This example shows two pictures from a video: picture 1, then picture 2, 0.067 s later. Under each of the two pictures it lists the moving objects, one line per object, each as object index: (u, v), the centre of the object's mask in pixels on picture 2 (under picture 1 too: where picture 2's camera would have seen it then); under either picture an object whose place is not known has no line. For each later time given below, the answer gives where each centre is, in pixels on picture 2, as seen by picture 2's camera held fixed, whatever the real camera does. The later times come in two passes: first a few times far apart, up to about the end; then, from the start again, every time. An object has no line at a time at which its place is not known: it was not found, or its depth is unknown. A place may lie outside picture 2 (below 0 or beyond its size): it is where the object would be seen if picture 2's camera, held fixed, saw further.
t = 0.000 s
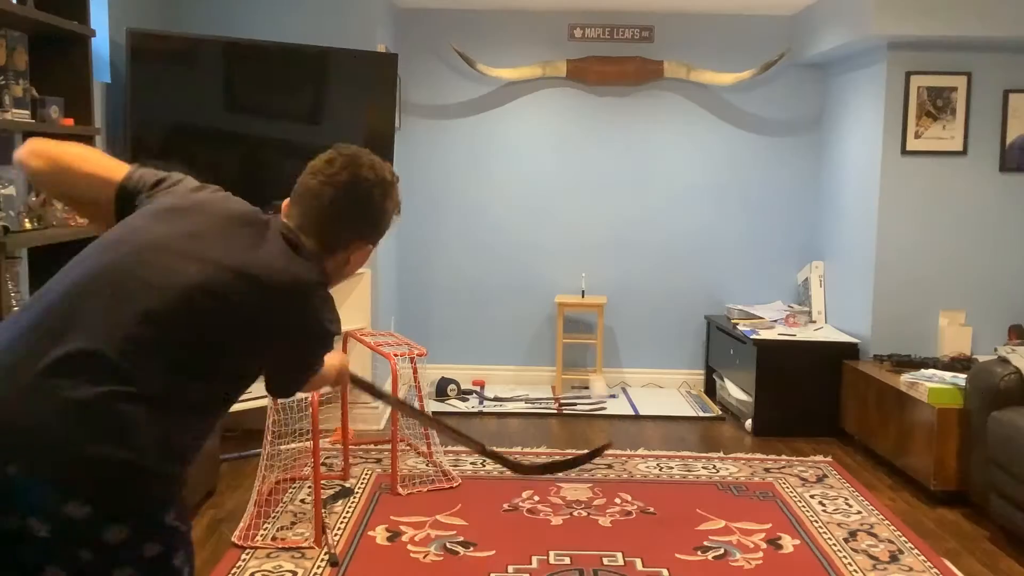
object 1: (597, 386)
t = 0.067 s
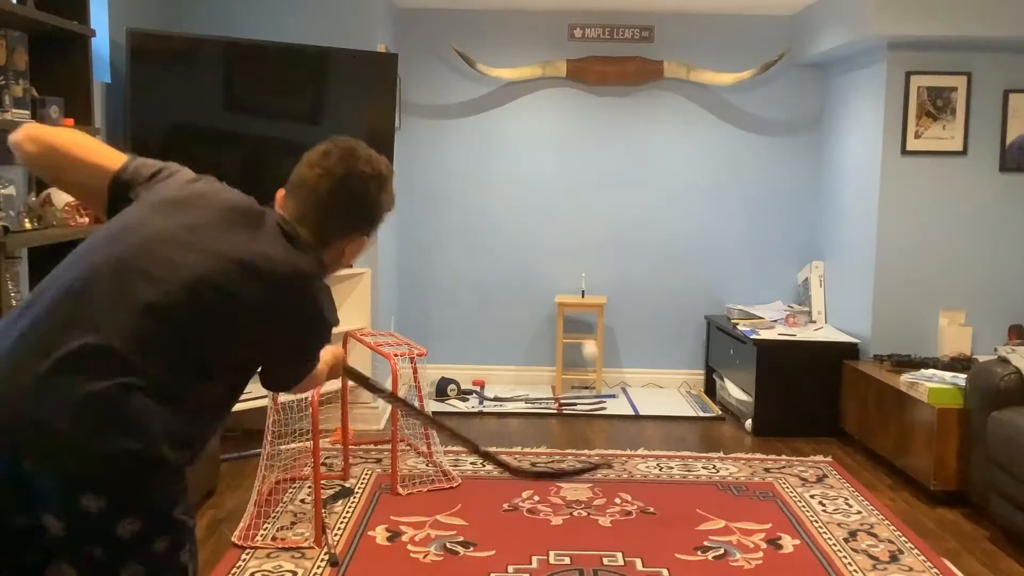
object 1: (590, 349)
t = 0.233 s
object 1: (575, 320)
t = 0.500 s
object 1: (571, 429)
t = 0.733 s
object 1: (562, 462)
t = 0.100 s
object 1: (586, 336)
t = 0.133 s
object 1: (583, 328)
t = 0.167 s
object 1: (580, 323)
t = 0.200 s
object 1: (578, 320)
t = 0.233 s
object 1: (575, 320)
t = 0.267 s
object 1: (575, 326)
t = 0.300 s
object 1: (575, 334)
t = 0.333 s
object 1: (574, 347)
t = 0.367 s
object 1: (574, 360)
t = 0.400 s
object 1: (573, 377)
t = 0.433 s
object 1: (573, 397)
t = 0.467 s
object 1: (572, 424)
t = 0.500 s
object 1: (571, 429)
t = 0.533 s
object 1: (570, 426)
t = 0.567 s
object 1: (569, 425)
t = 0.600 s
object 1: (568, 427)
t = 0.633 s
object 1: (567, 431)
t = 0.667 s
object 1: (565, 438)
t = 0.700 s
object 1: (564, 448)
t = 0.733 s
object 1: (562, 462)
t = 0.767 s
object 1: (560, 477)
